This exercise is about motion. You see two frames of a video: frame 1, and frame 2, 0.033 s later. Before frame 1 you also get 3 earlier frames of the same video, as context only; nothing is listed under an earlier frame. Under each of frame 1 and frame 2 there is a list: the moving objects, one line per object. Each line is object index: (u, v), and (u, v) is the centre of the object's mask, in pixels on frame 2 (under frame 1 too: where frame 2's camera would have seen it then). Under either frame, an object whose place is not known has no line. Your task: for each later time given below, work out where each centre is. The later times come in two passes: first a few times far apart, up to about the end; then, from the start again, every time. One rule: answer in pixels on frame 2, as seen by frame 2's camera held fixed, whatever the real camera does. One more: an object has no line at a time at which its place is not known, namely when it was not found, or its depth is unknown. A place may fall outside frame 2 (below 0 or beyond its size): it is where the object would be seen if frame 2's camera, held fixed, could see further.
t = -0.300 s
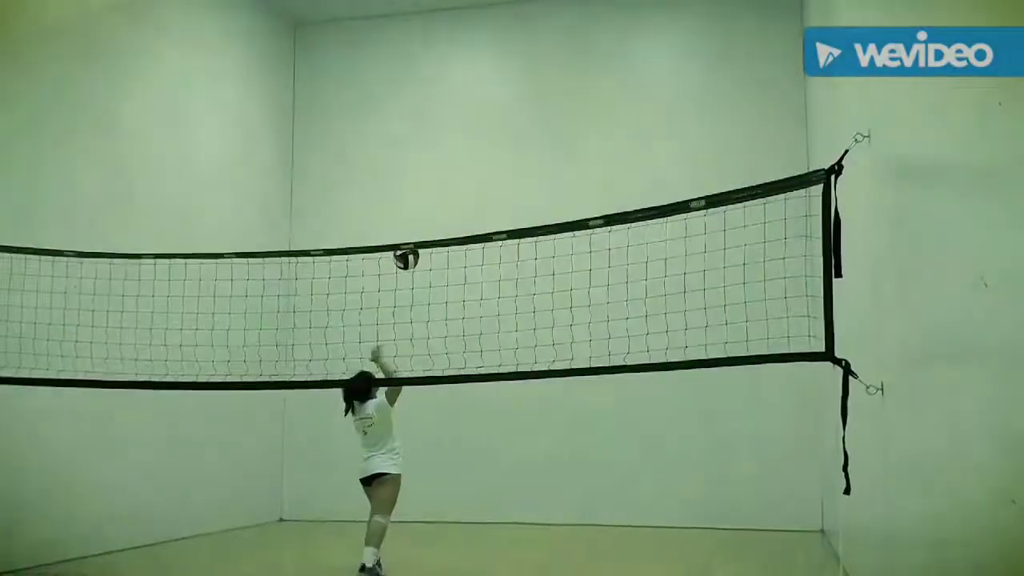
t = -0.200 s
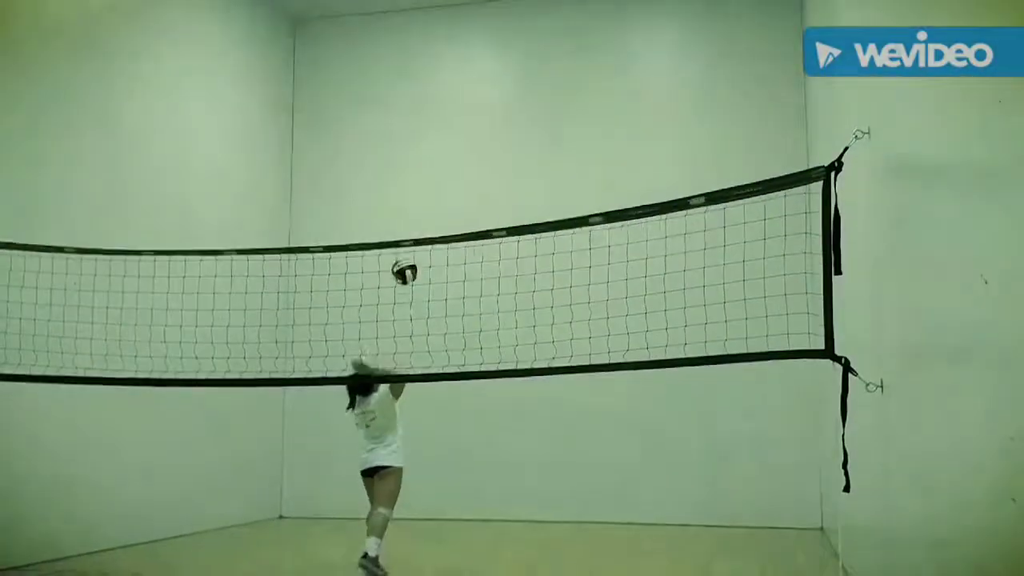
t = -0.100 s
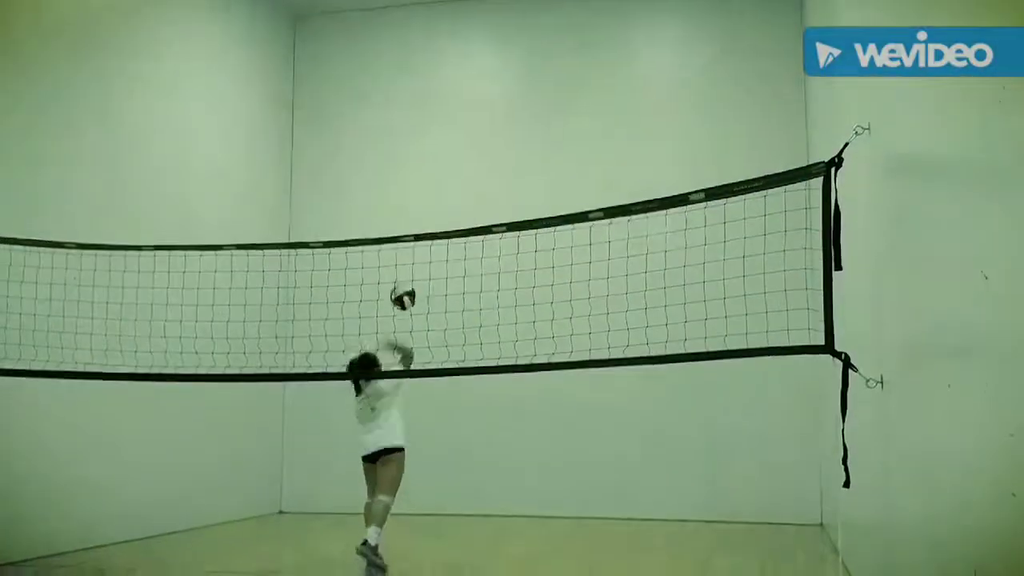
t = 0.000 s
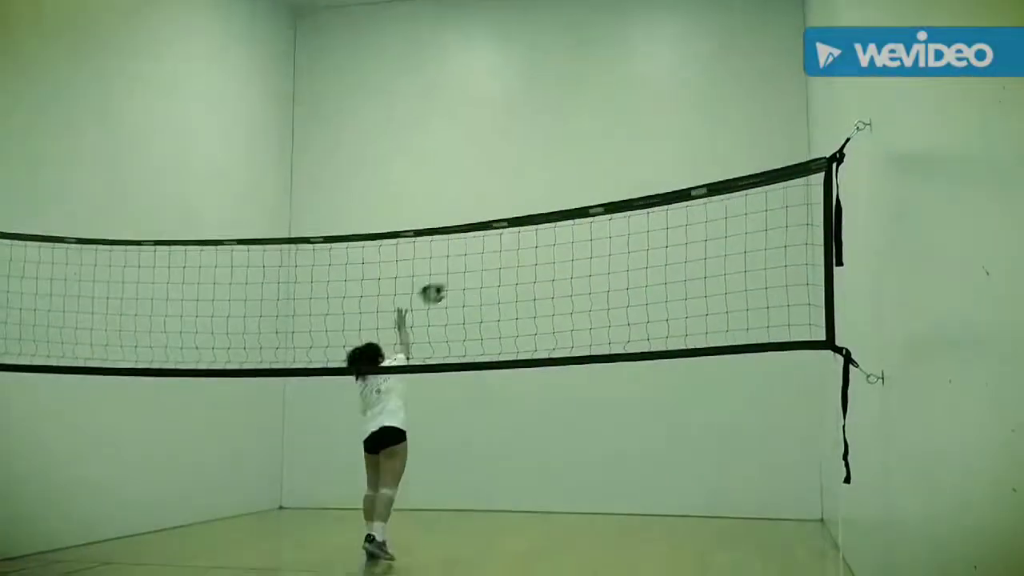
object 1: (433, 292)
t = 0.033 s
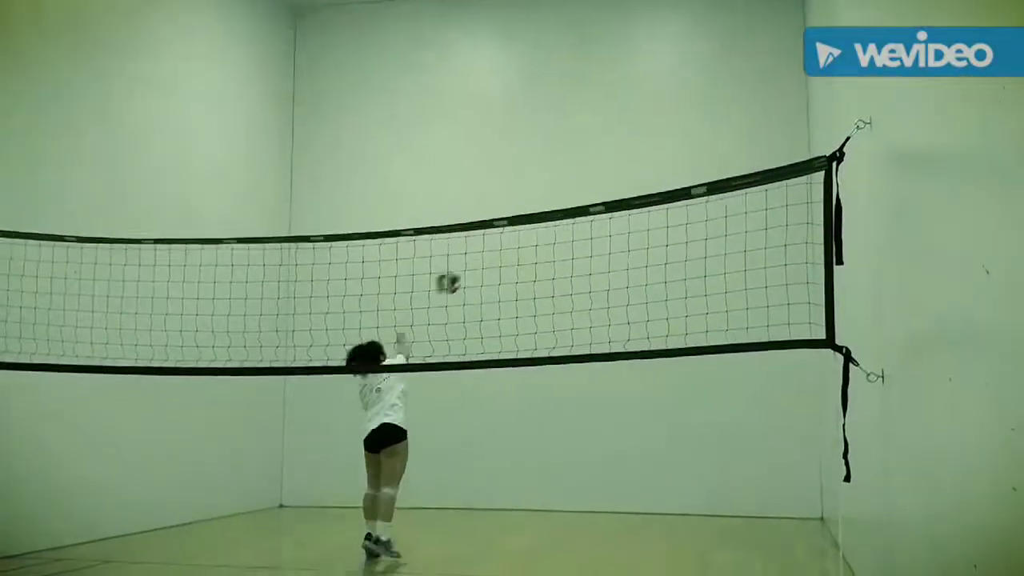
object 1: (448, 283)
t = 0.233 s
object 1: (523, 265)
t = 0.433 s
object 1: (559, 274)
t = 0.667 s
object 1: (540, 289)
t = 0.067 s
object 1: (462, 276)
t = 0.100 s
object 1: (476, 270)
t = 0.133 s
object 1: (491, 268)
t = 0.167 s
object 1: (502, 265)
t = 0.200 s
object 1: (513, 265)
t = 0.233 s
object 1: (523, 265)
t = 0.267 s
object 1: (532, 266)
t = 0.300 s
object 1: (543, 268)
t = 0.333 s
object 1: (552, 271)
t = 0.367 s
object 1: (560, 275)
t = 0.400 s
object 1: (561, 276)
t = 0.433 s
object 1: (559, 274)
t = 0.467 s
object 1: (556, 273)
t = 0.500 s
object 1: (554, 274)
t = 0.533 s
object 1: (552, 275)
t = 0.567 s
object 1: (549, 277)
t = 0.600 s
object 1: (546, 281)
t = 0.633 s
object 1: (542, 285)
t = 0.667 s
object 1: (540, 289)
